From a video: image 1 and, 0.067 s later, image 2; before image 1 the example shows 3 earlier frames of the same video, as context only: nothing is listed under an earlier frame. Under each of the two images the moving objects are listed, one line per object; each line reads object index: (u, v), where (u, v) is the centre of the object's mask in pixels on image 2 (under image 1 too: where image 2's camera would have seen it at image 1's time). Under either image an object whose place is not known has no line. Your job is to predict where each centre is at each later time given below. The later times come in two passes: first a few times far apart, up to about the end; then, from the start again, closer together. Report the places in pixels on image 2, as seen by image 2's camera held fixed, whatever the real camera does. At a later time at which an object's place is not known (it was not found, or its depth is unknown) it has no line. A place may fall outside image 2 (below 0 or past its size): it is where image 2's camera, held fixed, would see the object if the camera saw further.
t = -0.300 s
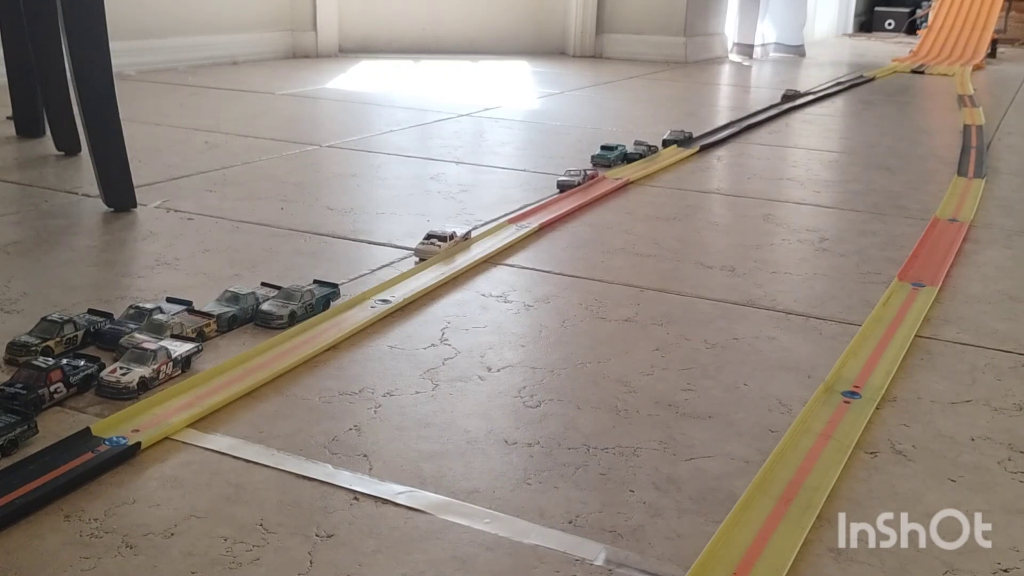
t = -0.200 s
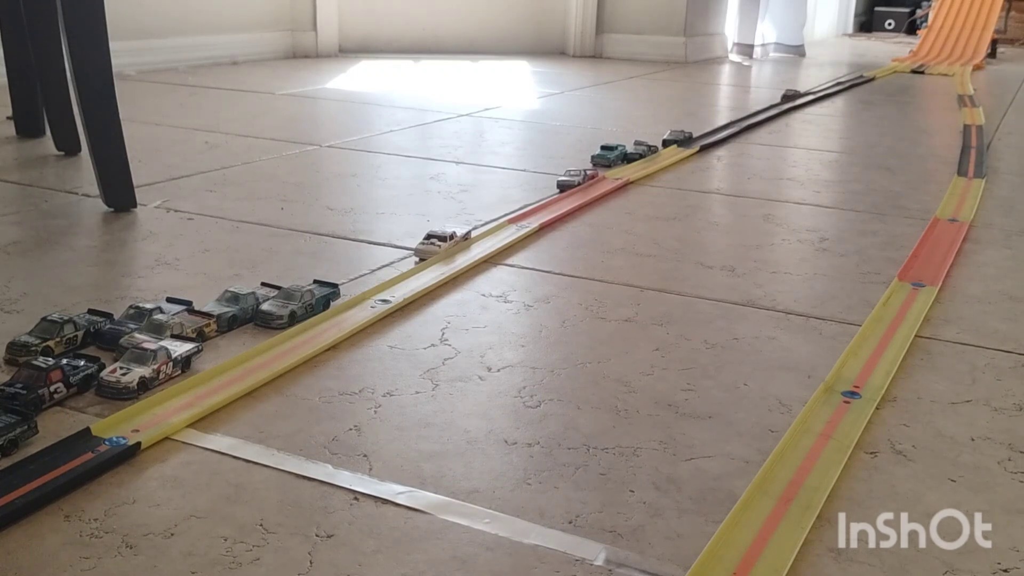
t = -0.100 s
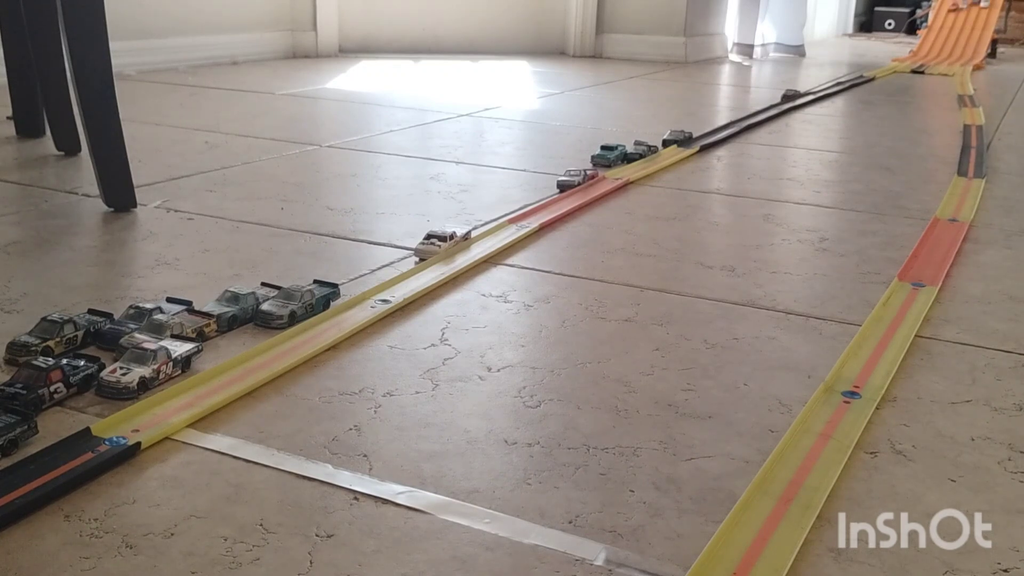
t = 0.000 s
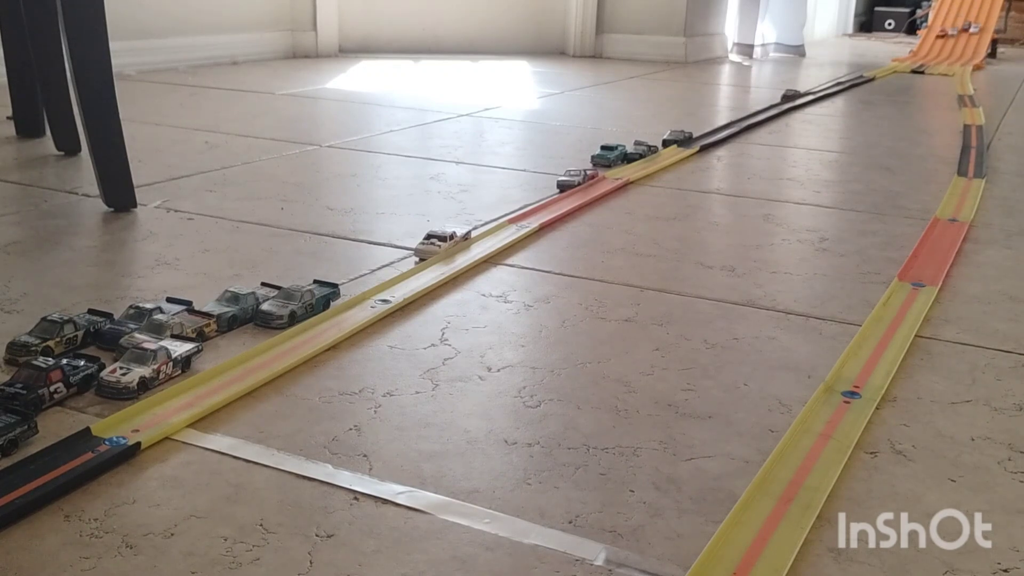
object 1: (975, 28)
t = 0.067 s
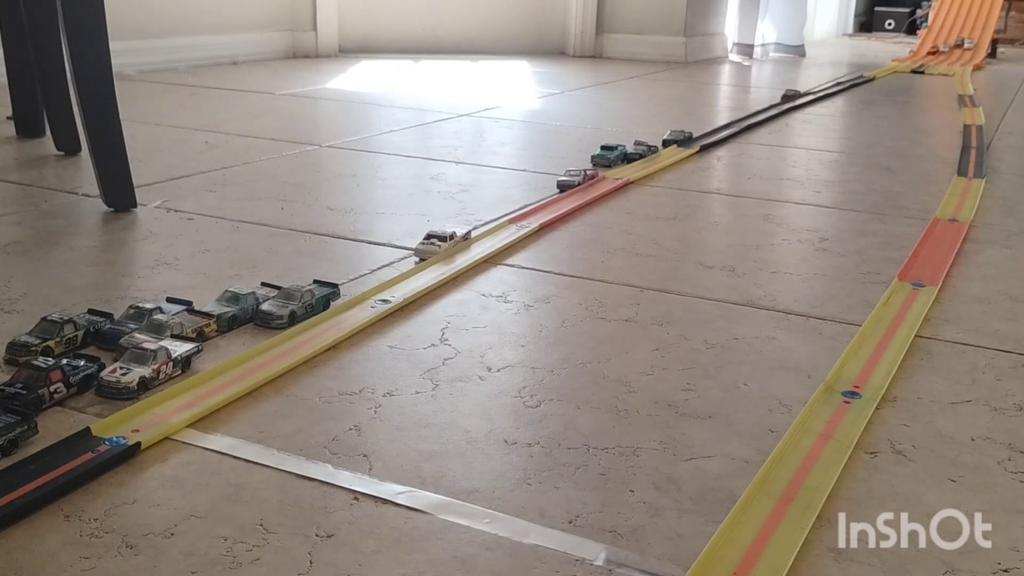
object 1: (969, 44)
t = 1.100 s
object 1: (962, 128)
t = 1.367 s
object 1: (958, 142)
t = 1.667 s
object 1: (955, 159)
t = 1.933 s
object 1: (951, 168)
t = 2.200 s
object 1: (948, 173)
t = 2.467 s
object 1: (948, 173)
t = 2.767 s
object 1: (948, 173)
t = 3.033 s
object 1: (948, 173)
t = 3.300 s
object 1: (948, 173)
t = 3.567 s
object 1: (948, 173)
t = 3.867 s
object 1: (948, 173)
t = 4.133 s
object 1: (948, 173)
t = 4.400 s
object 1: (948, 173)
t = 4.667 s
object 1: (948, 173)
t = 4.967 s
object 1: (948, 173)
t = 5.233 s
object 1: (948, 173)
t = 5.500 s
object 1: (948, 173)
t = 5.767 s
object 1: (948, 173)
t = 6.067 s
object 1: (948, 173)
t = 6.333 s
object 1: (948, 173)
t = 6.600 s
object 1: (948, 173)
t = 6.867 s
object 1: (948, 173)
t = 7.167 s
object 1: (948, 173)
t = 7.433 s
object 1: (948, 173)
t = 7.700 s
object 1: (948, 173)
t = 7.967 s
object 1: (948, 173)
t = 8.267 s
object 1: (948, 173)
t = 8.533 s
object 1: (948, 173)
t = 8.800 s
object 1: (948, 173)
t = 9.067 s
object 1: (948, 173)
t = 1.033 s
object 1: (961, 123)
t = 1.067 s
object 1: (962, 126)
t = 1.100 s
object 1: (962, 128)
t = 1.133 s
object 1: (961, 129)
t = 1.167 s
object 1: (961, 131)
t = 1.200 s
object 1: (960, 134)
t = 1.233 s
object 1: (960, 136)
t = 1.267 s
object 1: (960, 137)
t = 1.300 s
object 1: (959, 139)
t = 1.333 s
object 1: (959, 140)
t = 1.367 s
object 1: (958, 142)
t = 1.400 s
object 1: (958, 145)
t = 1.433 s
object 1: (958, 147)
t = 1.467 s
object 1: (957, 148)
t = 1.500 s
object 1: (957, 150)
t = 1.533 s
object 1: (957, 151)
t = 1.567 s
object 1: (956, 154)
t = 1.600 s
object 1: (956, 155)
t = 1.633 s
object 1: (955, 156)
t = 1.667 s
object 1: (955, 159)
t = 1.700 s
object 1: (954, 160)
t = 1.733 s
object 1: (954, 161)
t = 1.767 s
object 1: (953, 162)
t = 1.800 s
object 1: (952, 163)
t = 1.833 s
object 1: (952, 165)
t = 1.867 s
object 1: (952, 165)
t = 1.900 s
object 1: (951, 167)
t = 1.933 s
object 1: (951, 168)
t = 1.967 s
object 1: (951, 169)
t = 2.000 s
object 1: (950, 170)
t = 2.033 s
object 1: (950, 170)
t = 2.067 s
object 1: (949, 171)
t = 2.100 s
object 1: (949, 172)
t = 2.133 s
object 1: (949, 172)
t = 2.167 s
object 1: (949, 173)
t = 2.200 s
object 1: (948, 173)
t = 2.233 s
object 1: (948, 173)
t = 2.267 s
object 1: (948, 173)
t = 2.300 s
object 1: (948, 173)
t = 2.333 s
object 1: (948, 173)
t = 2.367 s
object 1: (948, 173)
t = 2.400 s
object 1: (948, 173)
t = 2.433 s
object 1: (948, 173)
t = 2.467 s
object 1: (948, 173)
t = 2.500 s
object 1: (948, 173)
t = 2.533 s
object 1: (948, 173)
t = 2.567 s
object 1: (948, 173)
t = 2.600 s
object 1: (948, 173)
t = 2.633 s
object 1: (948, 173)
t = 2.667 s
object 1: (948, 173)
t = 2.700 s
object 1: (948, 173)
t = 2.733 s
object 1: (948, 173)
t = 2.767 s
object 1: (948, 173)
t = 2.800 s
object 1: (948, 173)
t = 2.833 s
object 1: (948, 173)
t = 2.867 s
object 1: (948, 173)
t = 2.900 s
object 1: (948, 173)
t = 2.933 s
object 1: (948, 173)
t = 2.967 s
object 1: (948, 173)
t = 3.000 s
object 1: (948, 173)
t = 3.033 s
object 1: (948, 173)
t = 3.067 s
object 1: (948, 173)
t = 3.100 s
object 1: (948, 173)
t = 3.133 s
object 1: (948, 173)
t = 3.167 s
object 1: (948, 173)
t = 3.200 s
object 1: (948, 173)
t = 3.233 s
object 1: (948, 173)
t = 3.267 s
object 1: (948, 173)
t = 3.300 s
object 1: (948, 173)
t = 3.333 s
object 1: (948, 173)
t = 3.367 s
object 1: (948, 173)
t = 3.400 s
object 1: (948, 173)
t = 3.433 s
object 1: (948, 173)
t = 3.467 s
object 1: (948, 173)
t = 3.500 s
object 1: (948, 173)
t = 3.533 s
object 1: (948, 173)
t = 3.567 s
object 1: (948, 173)
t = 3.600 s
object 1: (948, 173)
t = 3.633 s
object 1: (948, 173)
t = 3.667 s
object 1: (948, 173)
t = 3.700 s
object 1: (948, 173)
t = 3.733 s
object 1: (948, 173)
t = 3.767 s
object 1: (948, 173)
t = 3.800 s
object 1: (948, 173)
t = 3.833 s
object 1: (948, 173)
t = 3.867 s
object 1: (948, 173)
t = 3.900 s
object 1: (948, 173)
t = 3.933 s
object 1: (948, 173)
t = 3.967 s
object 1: (948, 173)
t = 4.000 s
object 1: (948, 173)
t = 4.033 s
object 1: (948, 173)
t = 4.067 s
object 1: (948, 173)
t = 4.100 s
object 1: (948, 173)
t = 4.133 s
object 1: (948, 173)
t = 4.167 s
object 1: (948, 173)
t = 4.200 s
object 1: (948, 173)
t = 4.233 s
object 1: (948, 173)
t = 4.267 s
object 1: (948, 173)
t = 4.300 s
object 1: (948, 173)
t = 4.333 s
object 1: (948, 173)
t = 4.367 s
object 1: (948, 173)
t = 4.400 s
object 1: (948, 173)
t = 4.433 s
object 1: (948, 173)
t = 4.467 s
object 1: (948, 173)
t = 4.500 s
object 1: (948, 173)
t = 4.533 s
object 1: (948, 173)
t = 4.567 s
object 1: (948, 173)
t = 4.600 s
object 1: (948, 173)
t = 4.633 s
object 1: (948, 173)
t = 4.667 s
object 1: (948, 173)
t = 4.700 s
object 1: (948, 173)
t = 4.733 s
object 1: (948, 173)
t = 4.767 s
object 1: (948, 173)
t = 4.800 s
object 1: (948, 173)
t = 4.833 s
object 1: (948, 173)
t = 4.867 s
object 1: (948, 173)
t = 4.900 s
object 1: (948, 173)
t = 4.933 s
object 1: (948, 173)
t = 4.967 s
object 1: (948, 173)
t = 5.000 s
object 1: (948, 173)
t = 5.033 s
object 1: (948, 173)
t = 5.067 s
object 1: (948, 173)
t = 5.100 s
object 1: (948, 173)
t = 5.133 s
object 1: (948, 173)
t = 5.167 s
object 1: (948, 173)
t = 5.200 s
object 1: (948, 173)
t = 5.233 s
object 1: (948, 173)
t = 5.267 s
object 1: (948, 173)
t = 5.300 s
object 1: (948, 173)
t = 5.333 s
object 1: (948, 173)
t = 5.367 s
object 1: (948, 173)
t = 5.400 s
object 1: (948, 173)
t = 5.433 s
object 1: (948, 173)
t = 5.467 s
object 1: (948, 173)
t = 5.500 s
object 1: (948, 173)
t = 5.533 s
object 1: (948, 173)
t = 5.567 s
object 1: (948, 173)
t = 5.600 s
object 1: (948, 173)
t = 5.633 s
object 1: (948, 173)
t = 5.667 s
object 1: (948, 173)
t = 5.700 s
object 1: (948, 173)
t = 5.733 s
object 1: (948, 173)
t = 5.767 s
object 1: (948, 173)
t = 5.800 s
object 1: (948, 173)
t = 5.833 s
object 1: (948, 173)
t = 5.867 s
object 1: (948, 173)
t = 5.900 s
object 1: (948, 173)
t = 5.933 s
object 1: (948, 173)
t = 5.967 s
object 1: (948, 173)
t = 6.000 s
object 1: (948, 173)
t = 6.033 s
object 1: (948, 173)
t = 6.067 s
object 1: (948, 173)
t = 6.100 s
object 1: (948, 173)
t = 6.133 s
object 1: (948, 173)
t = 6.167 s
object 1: (948, 173)
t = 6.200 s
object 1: (948, 173)
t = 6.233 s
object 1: (948, 173)
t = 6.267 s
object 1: (948, 173)
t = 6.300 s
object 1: (948, 173)
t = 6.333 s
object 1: (948, 173)
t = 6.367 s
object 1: (948, 173)
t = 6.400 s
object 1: (948, 173)
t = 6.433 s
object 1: (948, 173)
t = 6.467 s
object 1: (948, 173)
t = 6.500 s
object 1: (948, 173)
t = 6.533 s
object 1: (948, 173)
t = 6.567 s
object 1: (948, 173)
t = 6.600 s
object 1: (948, 173)
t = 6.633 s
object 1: (948, 173)
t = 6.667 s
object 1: (948, 173)
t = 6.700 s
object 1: (948, 173)
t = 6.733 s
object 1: (948, 173)
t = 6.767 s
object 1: (948, 173)
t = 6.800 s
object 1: (948, 173)
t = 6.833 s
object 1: (948, 173)
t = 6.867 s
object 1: (948, 173)
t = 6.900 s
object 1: (948, 173)
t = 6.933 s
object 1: (948, 173)
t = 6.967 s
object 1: (948, 173)
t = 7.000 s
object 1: (948, 173)
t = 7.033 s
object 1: (948, 173)
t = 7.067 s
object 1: (948, 173)
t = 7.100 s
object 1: (948, 173)
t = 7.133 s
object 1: (948, 173)
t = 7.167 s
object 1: (948, 173)
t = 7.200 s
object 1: (948, 173)
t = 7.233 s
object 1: (948, 173)
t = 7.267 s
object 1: (948, 173)
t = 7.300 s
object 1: (948, 173)
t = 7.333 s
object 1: (948, 173)
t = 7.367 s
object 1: (948, 173)
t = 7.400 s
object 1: (948, 173)
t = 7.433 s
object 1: (948, 173)
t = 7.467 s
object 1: (948, 173)
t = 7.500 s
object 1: (948, 173)
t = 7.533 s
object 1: (948, 173)
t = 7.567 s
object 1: (948, 173)
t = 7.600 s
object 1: (948, 173)
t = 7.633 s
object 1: (948, 173)
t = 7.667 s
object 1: (948, 173)
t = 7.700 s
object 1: (948, 173)
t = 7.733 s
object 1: (948, 173)
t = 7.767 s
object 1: (948, 173)
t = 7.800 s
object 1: (948, 173)
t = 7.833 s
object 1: (948, 173)
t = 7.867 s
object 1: (948, 173)
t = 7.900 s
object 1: (948, 173)
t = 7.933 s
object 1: (948, 173)
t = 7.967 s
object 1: (948, 173)
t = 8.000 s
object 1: (948, 173)
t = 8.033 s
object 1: (948, 173)
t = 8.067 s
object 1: (948, 173)
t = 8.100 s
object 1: (948, 173)
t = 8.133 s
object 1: (948, 173)
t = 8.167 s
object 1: (948, 173)
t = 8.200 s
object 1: (948, 173)
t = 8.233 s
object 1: (948, 173)
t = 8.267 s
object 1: (948, 173)
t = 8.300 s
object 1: (948, 173)
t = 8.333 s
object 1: (948, 173)
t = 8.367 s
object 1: (948, 173)
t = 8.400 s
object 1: (948, 173)
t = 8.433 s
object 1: (948, 173)
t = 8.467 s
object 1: (948, 173)
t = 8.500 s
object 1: (948, 173)
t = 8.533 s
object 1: (948, 173)
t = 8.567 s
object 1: (948, 173)
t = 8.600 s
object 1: (948, 173)
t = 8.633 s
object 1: (948, 173)
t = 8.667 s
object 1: (948, 173)
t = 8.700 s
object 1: (948, 173)
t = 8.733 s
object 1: (948, 173)
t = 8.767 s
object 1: (948, 173)
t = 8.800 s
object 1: (948, 173)
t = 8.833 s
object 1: (948, 173)
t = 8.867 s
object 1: (948, 173)
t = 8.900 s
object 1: (948, 173)
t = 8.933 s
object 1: (948, 173)
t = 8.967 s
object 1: (948, 173)
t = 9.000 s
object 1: (948, 173)
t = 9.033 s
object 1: (948, 173)
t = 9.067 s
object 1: (948, 173)
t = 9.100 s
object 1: (948, 173)
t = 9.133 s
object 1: (948, 173)
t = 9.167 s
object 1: (948, 173)
